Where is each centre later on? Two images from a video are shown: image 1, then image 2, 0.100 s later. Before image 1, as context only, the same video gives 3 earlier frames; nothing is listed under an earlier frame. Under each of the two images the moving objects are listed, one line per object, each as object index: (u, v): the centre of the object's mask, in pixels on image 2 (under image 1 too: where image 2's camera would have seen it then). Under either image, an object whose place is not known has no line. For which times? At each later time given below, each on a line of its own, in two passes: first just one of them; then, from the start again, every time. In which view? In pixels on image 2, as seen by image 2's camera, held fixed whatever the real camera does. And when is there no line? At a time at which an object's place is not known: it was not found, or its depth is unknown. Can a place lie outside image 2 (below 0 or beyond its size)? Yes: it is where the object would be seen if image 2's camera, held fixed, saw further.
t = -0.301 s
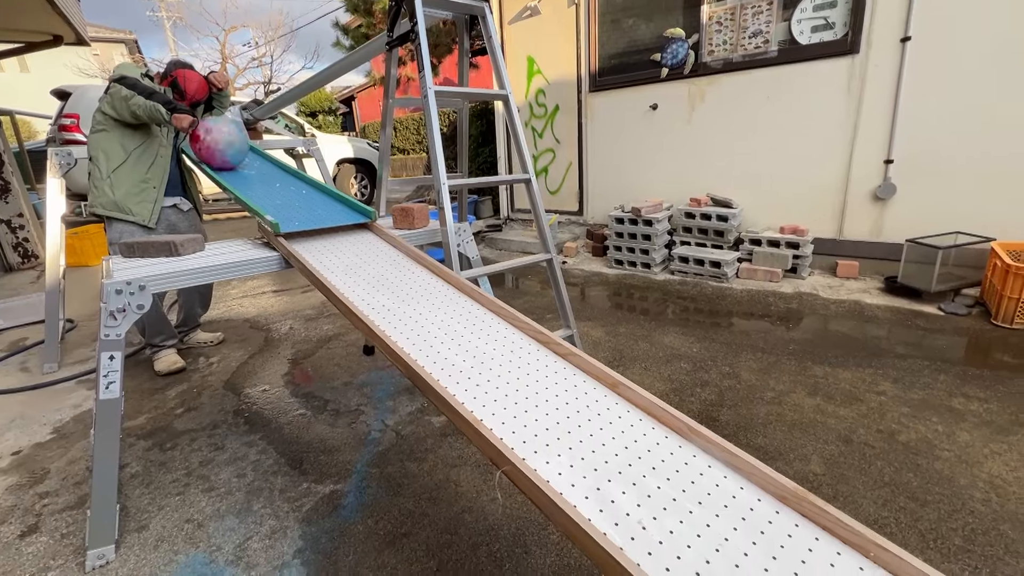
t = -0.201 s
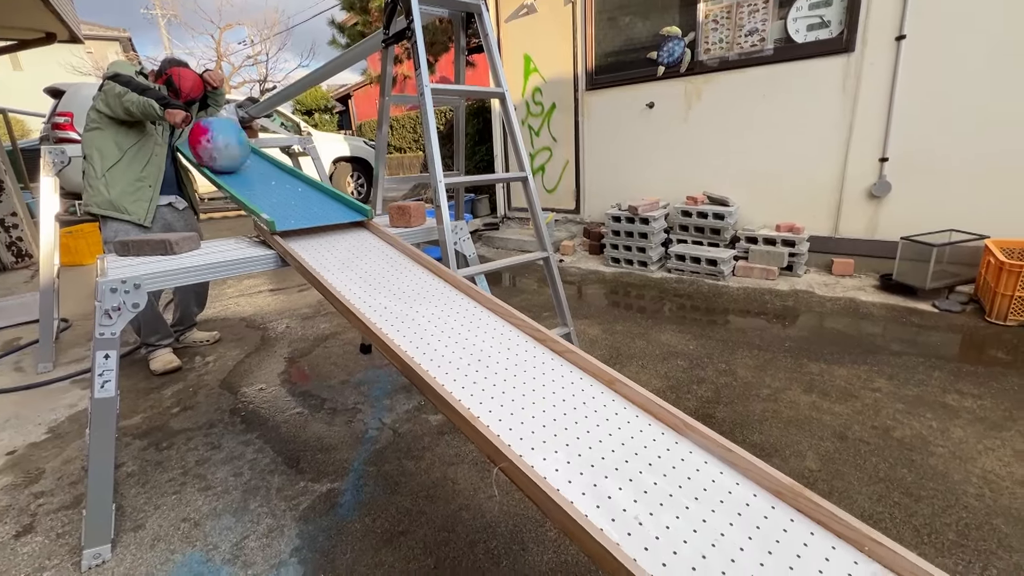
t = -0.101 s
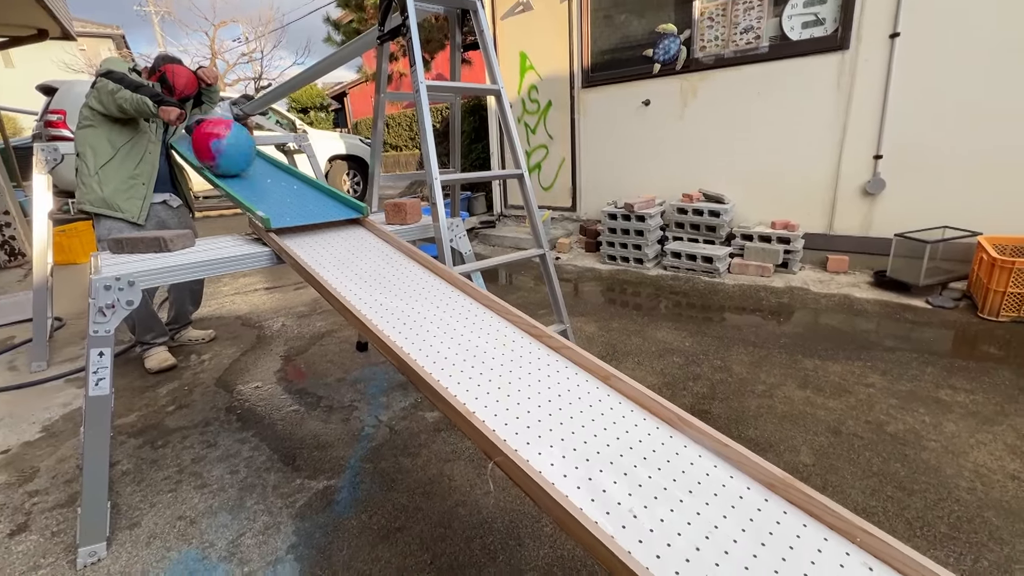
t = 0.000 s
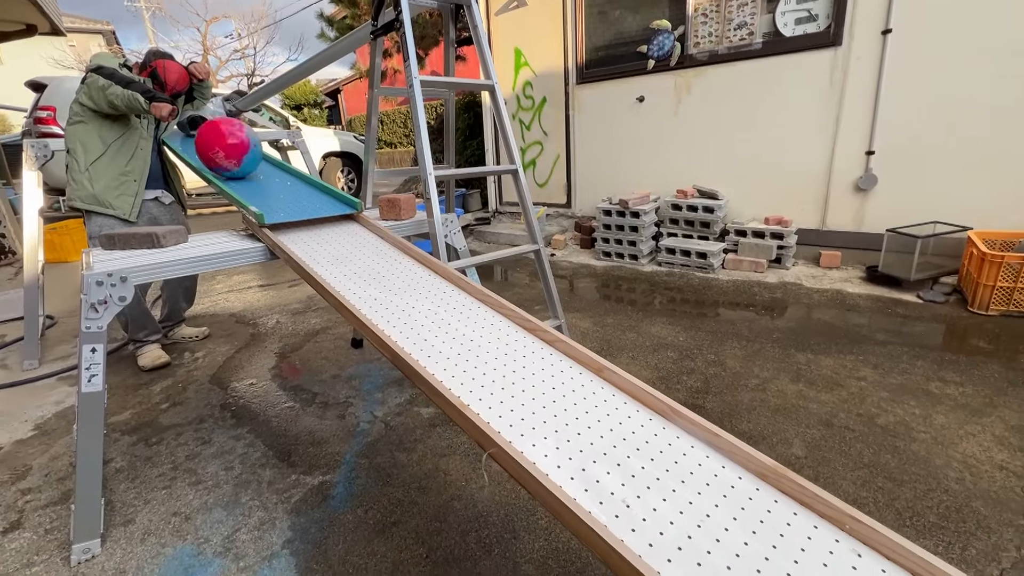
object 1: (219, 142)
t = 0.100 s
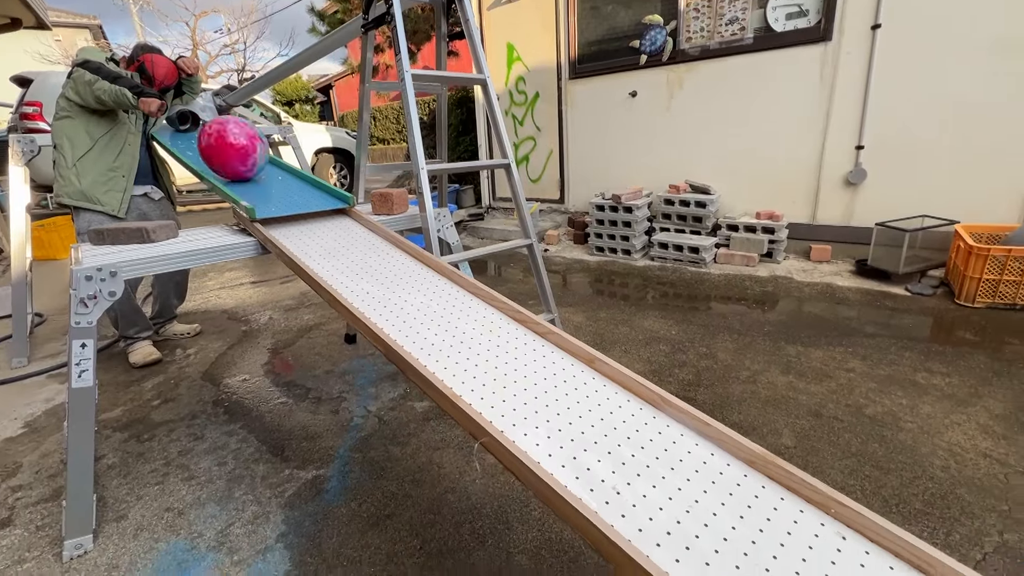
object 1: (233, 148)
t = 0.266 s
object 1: (265, 161)
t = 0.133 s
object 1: (239, 151)
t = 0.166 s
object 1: (244, 154)
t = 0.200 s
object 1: (251, 156)
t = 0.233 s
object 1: (258, 158)
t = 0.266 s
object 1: (265, 161)
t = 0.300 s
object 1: (272, 165)
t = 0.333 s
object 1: (280, 169)
